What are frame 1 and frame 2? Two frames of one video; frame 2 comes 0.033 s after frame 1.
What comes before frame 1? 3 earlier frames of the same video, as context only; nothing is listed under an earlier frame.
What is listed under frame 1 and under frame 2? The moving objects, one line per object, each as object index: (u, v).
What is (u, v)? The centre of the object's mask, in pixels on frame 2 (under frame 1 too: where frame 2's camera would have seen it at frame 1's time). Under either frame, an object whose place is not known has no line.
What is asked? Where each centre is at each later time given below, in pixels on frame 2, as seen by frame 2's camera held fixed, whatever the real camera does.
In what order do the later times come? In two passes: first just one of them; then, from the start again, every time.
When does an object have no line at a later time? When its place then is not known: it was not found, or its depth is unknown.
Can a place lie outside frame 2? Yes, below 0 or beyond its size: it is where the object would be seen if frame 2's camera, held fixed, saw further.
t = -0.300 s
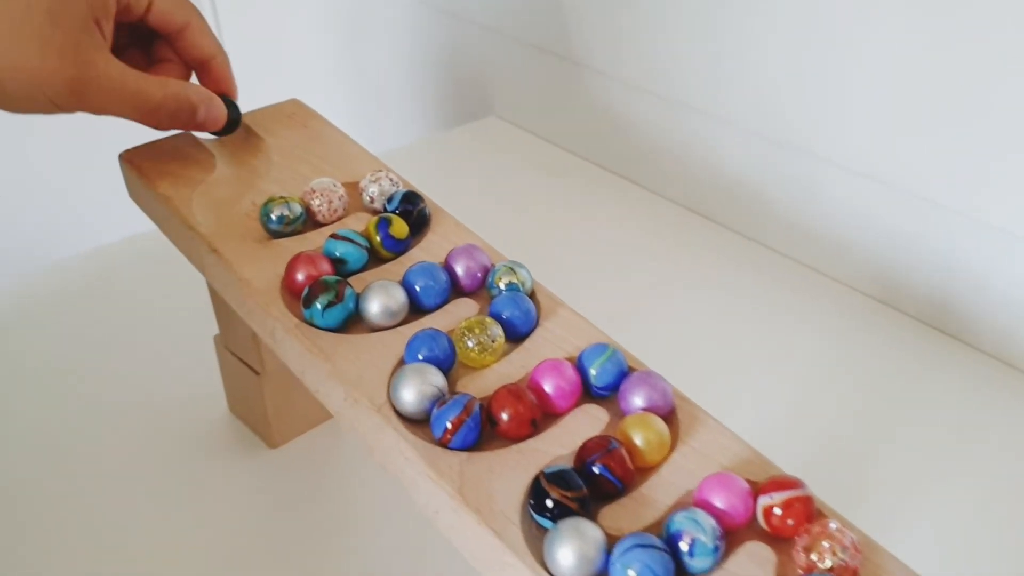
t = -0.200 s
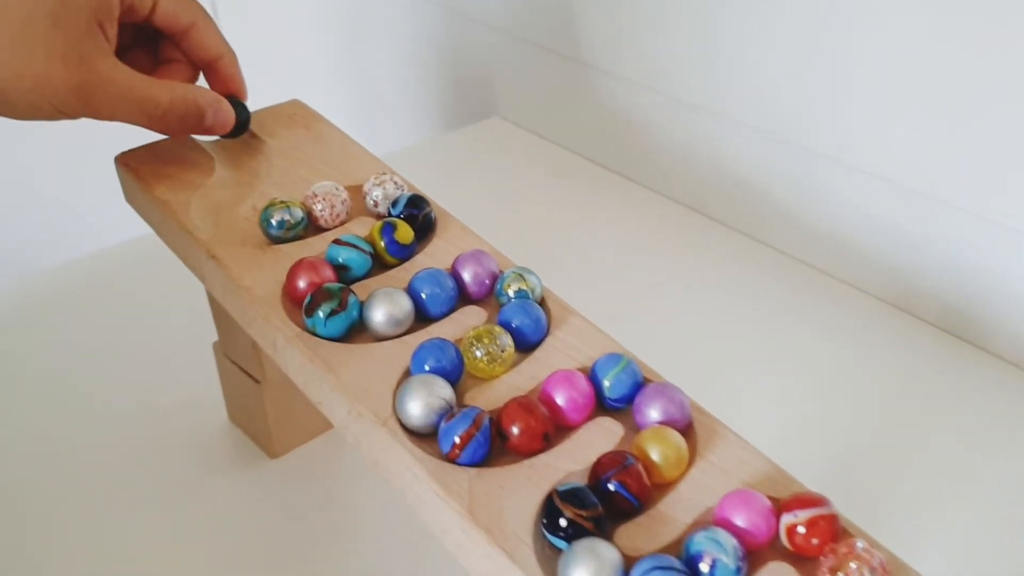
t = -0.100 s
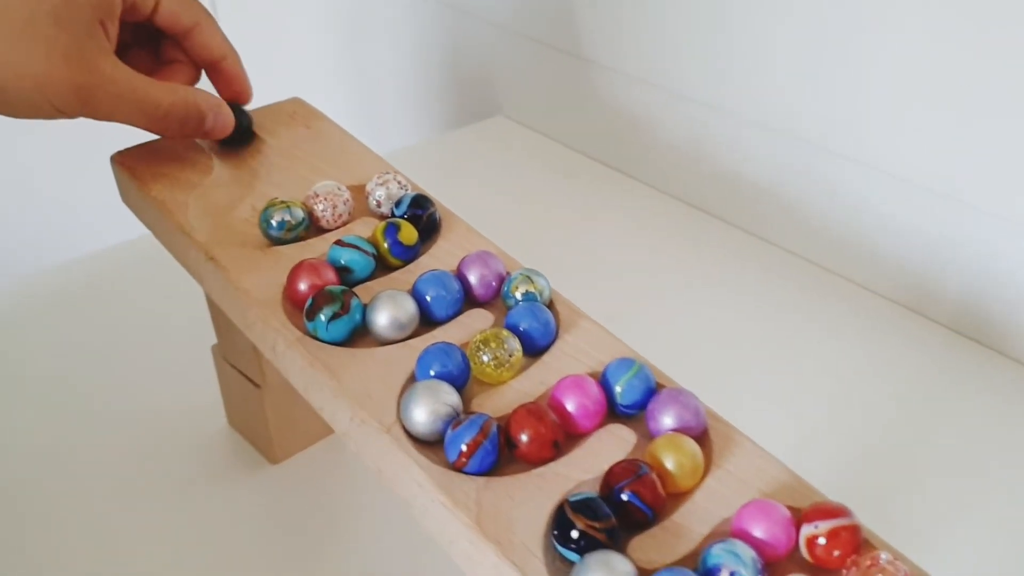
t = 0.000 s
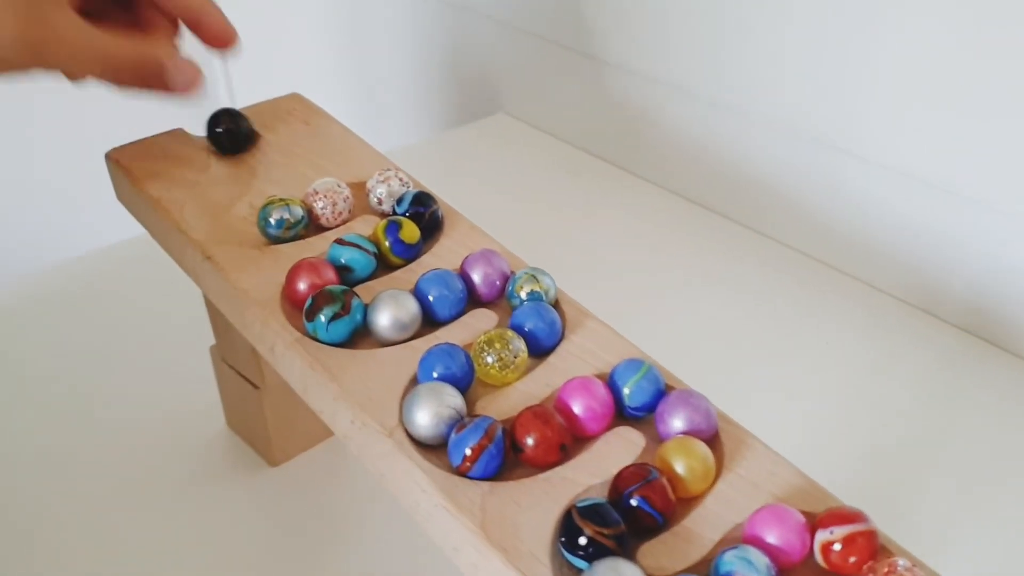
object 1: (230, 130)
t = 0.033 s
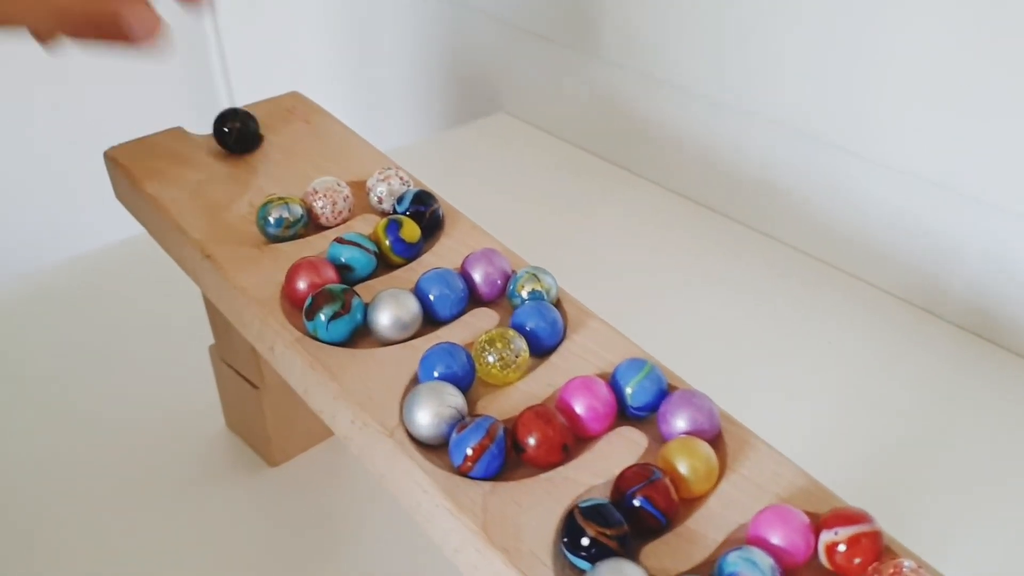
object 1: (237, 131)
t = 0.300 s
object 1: (213, 209)
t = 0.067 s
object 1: (238, 138)
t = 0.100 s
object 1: (238, 146)
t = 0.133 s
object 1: (240, 156)
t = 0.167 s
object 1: (242, 164)
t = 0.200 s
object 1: (236, 175)
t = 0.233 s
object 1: (219, 188)
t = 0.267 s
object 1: (206, 196)
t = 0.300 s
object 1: (213, 209)
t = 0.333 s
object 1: (229, 218)
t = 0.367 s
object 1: (235, 219)
